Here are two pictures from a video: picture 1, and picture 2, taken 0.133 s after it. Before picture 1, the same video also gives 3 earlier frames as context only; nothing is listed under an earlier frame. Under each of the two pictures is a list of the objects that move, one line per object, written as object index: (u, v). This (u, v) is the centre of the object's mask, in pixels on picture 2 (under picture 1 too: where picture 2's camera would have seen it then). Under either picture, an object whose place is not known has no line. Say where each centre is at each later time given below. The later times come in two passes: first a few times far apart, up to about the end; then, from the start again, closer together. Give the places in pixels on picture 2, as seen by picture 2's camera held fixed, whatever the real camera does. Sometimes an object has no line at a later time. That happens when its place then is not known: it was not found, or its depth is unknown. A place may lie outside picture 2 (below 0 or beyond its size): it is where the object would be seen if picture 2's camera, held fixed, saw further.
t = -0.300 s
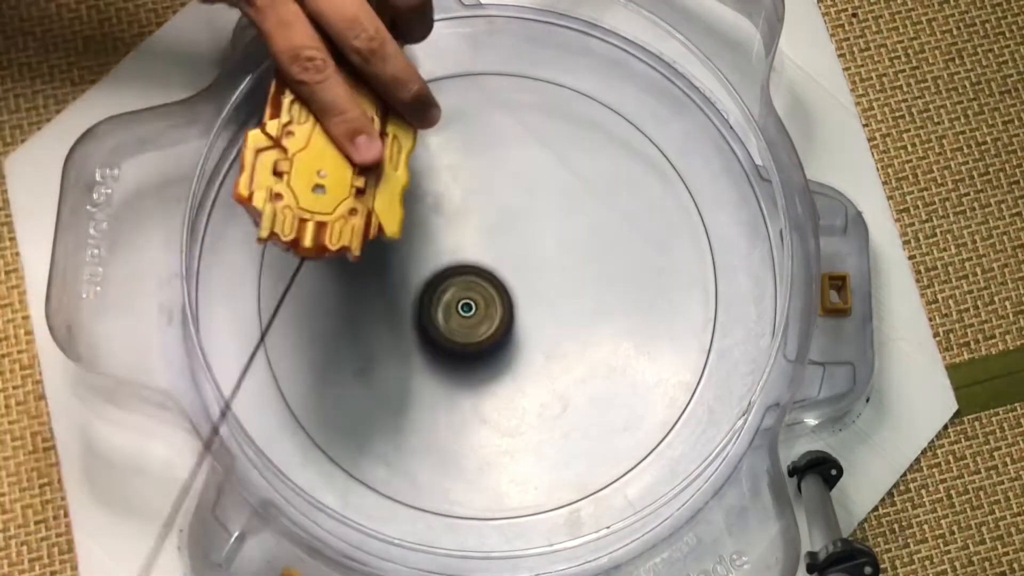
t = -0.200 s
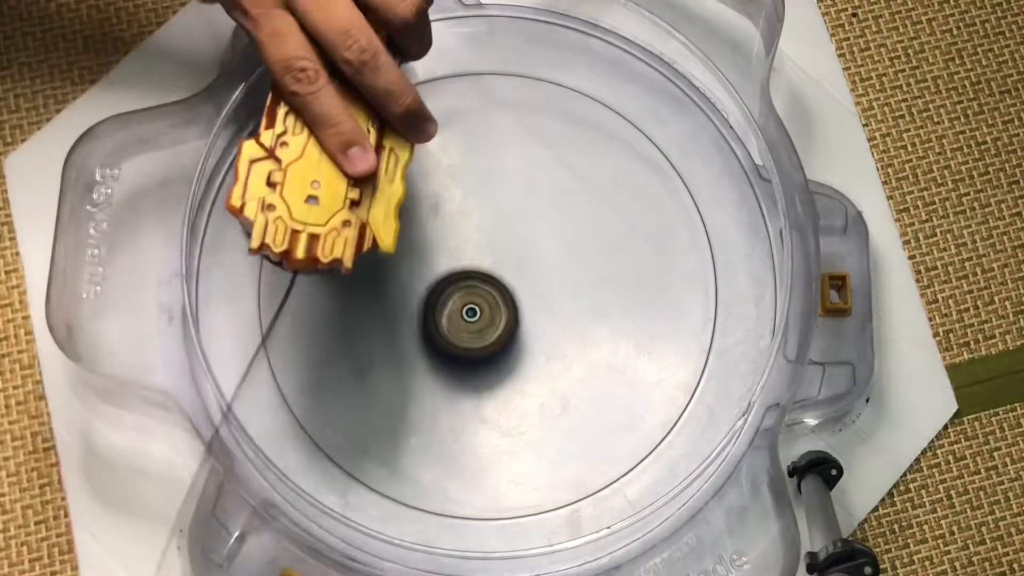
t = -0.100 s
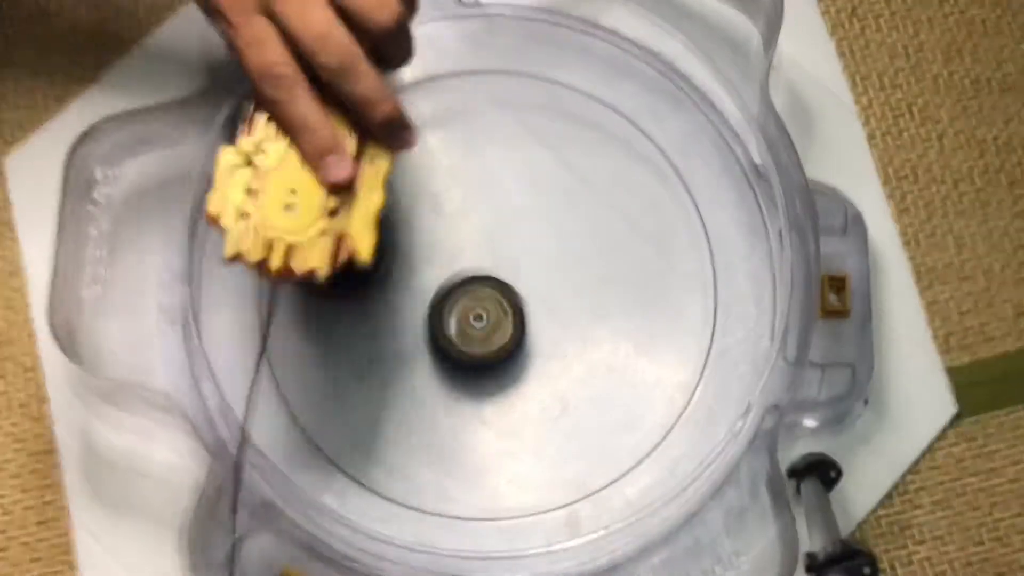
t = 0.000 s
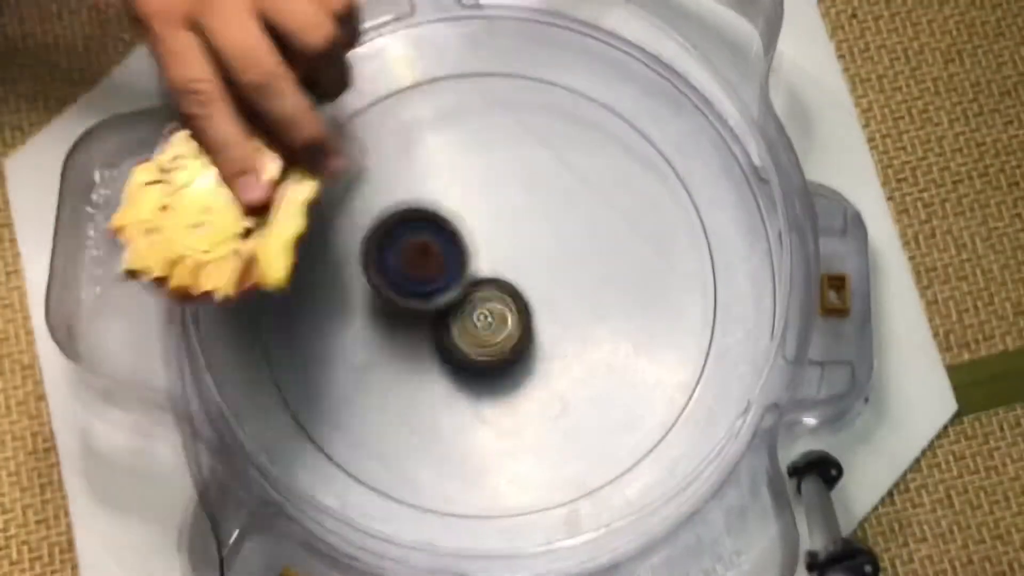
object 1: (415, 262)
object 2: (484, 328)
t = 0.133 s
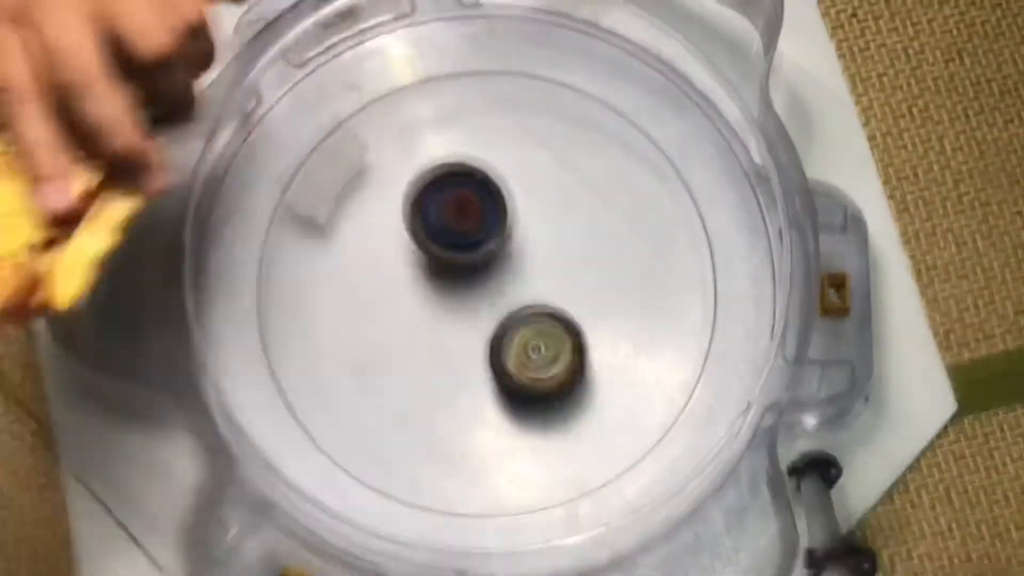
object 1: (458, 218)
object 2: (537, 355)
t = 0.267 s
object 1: (490, 166)
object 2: (538, 354)
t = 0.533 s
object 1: (443, 109)
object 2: (509, 312)
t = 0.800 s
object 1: (339, 260)
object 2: (498, 266)
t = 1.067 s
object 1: (688, 369)
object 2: (497, 241)
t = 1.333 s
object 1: (682, 107)
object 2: (494, 238)
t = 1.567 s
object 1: (604, 48)
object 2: (491, 256)
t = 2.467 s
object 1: (709, 343)
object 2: (679, 193)
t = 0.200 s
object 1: (476, 192)
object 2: (542, 361)
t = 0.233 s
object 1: (483, 177)
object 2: (541, 354)
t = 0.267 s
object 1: (490, 166)
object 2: (538, 354)
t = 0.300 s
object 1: (494, 152)
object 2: (536, 350)
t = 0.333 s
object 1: (495, 138)
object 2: (531, 344)
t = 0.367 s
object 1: (494, 128)
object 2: (527, 340)
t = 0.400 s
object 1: (489, 120)
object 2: (523, 335)
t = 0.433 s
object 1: (482, 113)
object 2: (518, 329)
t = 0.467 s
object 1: (471, 109)
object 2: (514, 324)
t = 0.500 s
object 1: (458, 109)
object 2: (511, 318)
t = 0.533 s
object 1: (443, 109)
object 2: (509, 312)
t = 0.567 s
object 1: (425, 111)
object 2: (507, 305)
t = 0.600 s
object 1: (404, 112)
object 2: (505, 299)
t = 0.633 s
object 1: (380, 118)
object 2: (503, 292)
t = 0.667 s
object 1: (355, 129)
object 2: (501, 286)
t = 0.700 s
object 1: (333, 151)
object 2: (500, 280)
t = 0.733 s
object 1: (322, 182)
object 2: (499, 274)
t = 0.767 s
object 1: (324, 219)
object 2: (498, 269)
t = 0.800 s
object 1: (339, 260)
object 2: (498, 266)
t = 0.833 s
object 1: (367, 301)
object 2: (498, 261)
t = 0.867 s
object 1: (404, 333)
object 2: (498, 256)
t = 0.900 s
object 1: (448, 358)
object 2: (499, 252)
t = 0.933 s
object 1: (496, 377)
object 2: (498, 249)
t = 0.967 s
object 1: (546, 385)
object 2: (497, 247)
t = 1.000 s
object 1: (598, 390)
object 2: (497, 245)
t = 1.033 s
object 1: (644, 380)
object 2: (497, 243)
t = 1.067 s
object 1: (688, 369)
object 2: (497, 241)
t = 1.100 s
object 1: (717, 346)
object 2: (497, 239)
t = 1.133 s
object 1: (730, 316)
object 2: (496, 238)
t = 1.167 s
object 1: (739, 287)
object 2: (495, 237)
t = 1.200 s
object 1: (735, 258)
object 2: (494, 236)
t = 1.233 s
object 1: (726, 223)
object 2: (494, 236)
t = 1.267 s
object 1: (713, 187)
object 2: (494, 236)
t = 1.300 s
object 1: (700, 147)
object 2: (494, 238)
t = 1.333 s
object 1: (682, 107)
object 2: (494, 238)
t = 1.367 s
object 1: (658, 63)
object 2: (494, 239)
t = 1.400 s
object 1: (622, 43)
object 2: (493, 242)
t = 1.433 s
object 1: (584, 29)
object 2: (492, 243)
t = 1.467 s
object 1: (568, 23)
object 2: (492, 246)
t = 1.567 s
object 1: (604, 48)
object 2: (491, 256)
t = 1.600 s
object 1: (605, 65)
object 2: (490, 258)
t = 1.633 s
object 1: (597, 84)
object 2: (490, 260)
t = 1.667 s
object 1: (580, 108)
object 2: (488, 265)
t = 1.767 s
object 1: (531, 161)
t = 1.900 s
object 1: (534, 83)
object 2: (323, 485)
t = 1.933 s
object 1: (520, 97)
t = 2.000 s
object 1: (495, 134)
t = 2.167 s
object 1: (540, 261)
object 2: (432, 171)
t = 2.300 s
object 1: (627, 318)
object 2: (572, 125)
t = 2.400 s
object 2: (657, 170)
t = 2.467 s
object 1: (709, 343)
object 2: (679, 193)
